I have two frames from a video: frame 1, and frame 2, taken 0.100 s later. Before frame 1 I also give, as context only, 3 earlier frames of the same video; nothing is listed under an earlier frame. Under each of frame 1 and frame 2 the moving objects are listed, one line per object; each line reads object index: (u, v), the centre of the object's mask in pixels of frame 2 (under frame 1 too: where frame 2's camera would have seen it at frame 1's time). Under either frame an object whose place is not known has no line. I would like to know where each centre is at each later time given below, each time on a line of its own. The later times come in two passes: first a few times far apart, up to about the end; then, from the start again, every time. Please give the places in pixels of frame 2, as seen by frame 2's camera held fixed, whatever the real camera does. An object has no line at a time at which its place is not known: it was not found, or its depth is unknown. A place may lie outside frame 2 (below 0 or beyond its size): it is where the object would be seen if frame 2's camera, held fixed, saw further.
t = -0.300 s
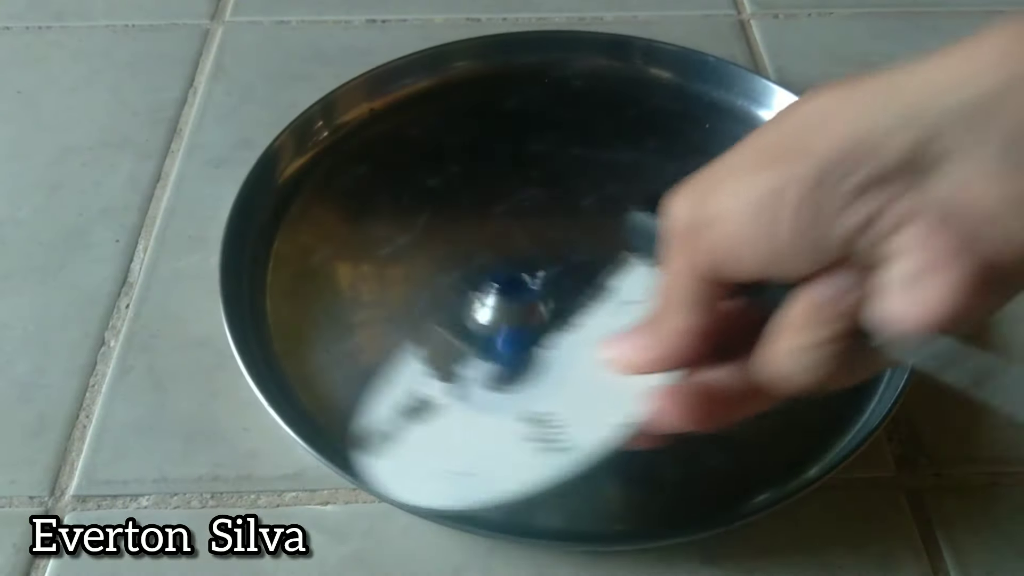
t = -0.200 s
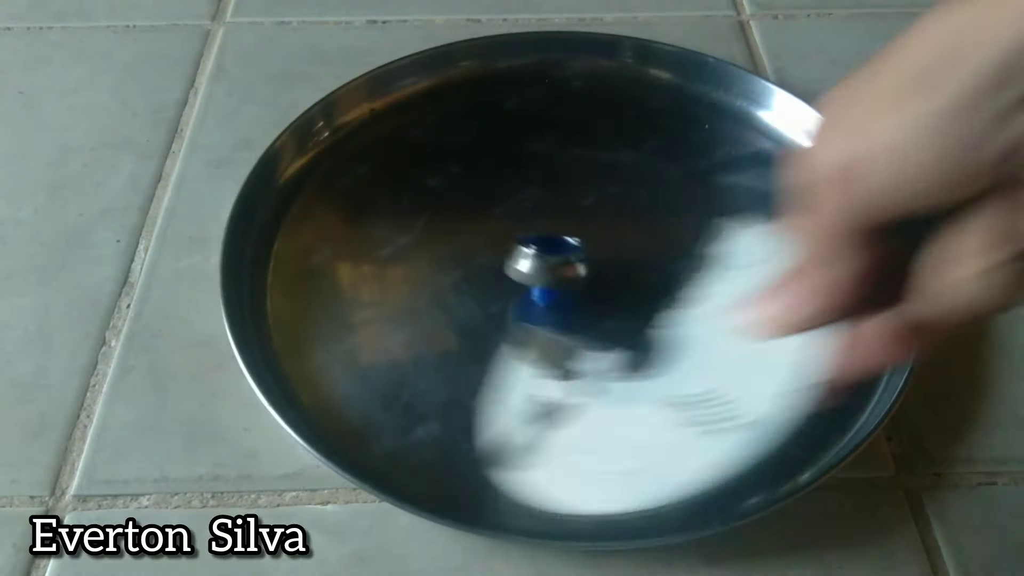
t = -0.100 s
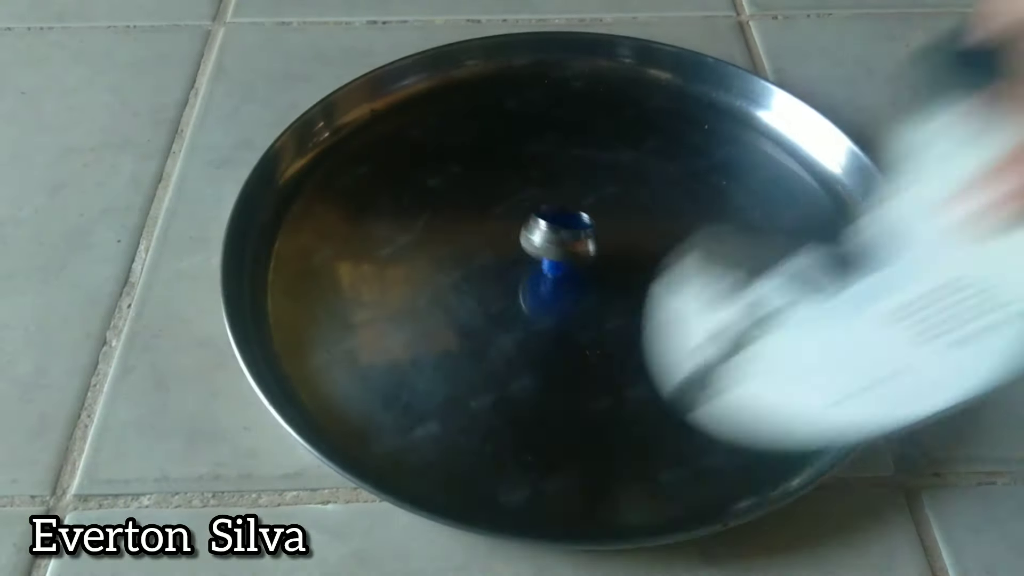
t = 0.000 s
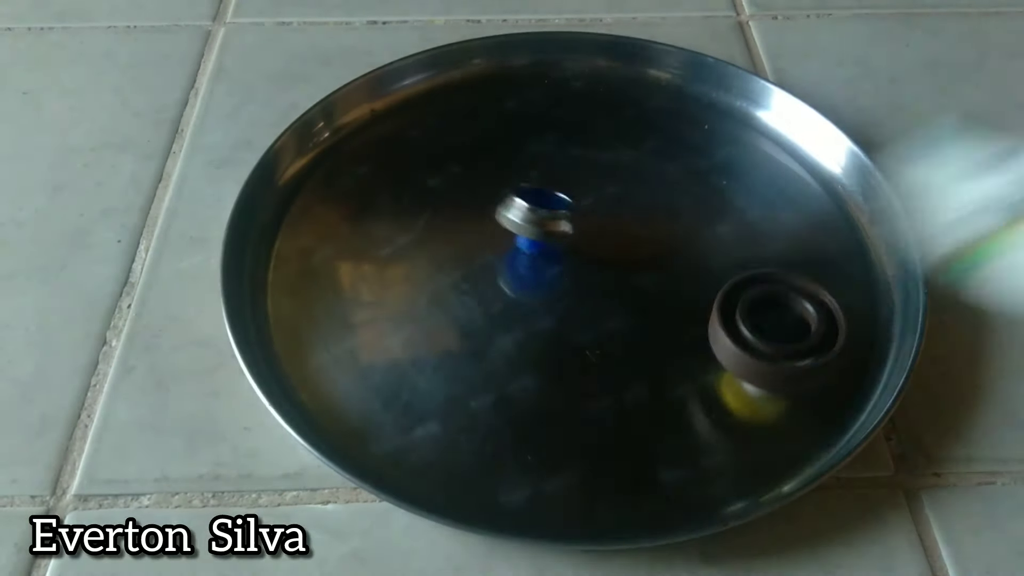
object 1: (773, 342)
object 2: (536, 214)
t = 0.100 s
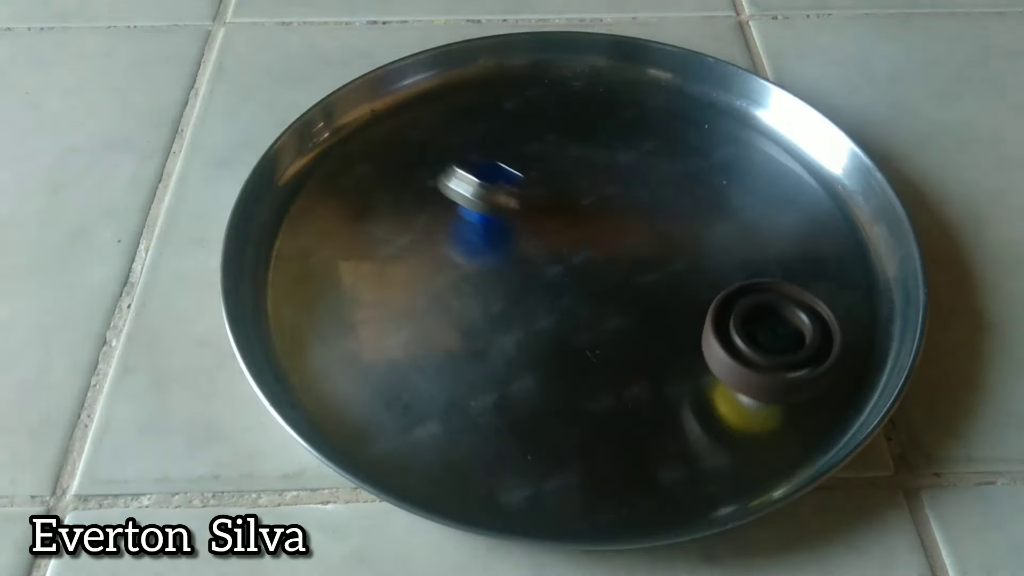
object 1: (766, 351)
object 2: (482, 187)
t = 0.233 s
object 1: (756, 363)
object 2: (390, 131)
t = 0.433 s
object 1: (735, 382)
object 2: (381, 124)
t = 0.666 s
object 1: (711, 408)
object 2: (383, 100)
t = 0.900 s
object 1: (682, 432)
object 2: (434, 76)
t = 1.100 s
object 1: (653, 457)
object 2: (503, 60)
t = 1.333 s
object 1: (609, 462)
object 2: (604, 59)
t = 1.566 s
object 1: (563, 464)
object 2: (705, 85)
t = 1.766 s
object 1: (524, 460)
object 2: (780, 123)
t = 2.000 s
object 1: (484, 449)
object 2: (842, 195)
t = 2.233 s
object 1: (450, 440)
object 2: (871, 283)
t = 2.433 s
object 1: (426, 428)
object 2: (846, 363)
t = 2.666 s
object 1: (408, 420)
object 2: (752, 450)
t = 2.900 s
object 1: (391, 409)
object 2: (596, 489)
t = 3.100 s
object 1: (377, 402)
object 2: (477, 475)
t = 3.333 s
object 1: (351, 381)
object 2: (493, 470)
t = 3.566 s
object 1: (331, 358)
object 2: (436, 429)
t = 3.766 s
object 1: (316, 342)
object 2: (414, 402)
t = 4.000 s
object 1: (304, 318)
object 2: (408, 374)
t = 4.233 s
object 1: (297, 296)
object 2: (405, 342)
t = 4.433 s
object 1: (296, 278)
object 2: (397, 318)
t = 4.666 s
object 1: (297, 256)
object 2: (406, 311)
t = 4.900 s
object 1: (303, 232)
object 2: (406, 316)
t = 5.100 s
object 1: (311, 211)
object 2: (398, 328)
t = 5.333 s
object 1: (326, 188)
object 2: (383, 355)
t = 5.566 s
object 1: (344, 169)
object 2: (364, 395)
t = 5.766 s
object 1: (361, 156)
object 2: (383, 424)
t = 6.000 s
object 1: (381, 141)
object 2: (430, 440)
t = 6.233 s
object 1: (400, 128)
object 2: (473, 461)
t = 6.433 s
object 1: (415, 132)
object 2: (511, 481)
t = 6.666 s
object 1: (429, 123)
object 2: (572, 452)
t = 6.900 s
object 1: (446, 117)
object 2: (623, 437)
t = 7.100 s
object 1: (466, 111)
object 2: (667, 434)
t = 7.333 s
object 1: (492, 107)
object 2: (727, 440)
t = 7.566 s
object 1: (520, 105)
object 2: (774, 428)
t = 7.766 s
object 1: (545, 104)
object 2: (800, 398)
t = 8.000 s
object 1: (576, 103)
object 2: (832, 367)
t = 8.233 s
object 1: (607, 104)
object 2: (865, 330)
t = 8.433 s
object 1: (629, 105)
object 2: (872, 285)
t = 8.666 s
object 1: (658, 109)
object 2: (864, 236)
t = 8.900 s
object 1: (685, 111)
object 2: (843, 192)
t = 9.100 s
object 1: (708, 113)
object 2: (814, 157)
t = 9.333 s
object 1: (717, 111)
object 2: (795, 144)
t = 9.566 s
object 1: (719, 104)
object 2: (788, 168)
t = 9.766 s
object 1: (719, 101)
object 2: (801, 204)
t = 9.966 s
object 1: (713, 101)
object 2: (810, 243)
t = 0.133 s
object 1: (764, 356)
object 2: (458, 175)
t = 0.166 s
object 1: (762, 359)
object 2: (435, 161)
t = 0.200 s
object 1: (758, 361)
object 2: (411, 145)
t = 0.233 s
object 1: (756, 363)
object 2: (390, 131)
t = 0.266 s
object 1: (752, 366)
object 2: (368, 115)
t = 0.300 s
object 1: (749, 368)
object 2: (368, 115)
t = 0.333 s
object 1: (746, 372)
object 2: (376, 122)
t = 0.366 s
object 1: (743, 375)
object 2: (381, 126)
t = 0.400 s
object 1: (740, 378)
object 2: (382, 126)
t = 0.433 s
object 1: (735, 382)
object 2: (381, 124)
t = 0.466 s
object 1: (732, 384)
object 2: (377, 119)
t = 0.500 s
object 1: (729, 388)
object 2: (371, 112)
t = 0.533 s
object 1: (726, 390)
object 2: (368, 108)
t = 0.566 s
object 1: (722, 394)
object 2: (371, 107)
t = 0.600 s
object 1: (718, 399)
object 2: (374, 103)
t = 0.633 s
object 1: (715, 402)
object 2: (380, 103)
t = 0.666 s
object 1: (711, 408)
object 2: (383, 100)
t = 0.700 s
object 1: (707, 411)
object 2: (386, 96)
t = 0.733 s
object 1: (703, 415)
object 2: (393, 93)
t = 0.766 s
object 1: (699, 417)
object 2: (398, 90)
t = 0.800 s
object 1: (695, 421)
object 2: (407, 89)
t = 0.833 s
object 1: (690, 425)
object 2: (415, 85)
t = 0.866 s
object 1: (686, 428)
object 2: (423, 79)
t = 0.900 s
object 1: (682, 432)
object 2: (434, 76)
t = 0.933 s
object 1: (678, 435)
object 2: (444, 72)
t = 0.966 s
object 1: (674, 438)
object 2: (454, 70)
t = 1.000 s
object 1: (668, 446)
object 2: (466, 66)
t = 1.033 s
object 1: (663, 449)
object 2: (478, 65)
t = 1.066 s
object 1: (658, 453)
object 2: (491, 64)
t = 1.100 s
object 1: (653, 457)
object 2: (503, 60)
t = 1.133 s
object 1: (647, 459)
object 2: (516, 59)
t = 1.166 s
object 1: (641, 460)
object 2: (531, 57)
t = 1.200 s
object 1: (635, 461)
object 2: (545, 56)
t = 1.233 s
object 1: (629, 461)
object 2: (561, 57)
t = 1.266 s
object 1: (622, 462)
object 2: (575, 57)
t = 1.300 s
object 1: (615, 462)
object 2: (589, 59)
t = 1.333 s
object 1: (609, 462)
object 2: (604, 59)
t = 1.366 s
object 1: (602, 463)
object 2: (618, 61)
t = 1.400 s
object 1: (596, 464)
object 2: (632, 65)
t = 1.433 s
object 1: (589, 464)
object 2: (647, 66)
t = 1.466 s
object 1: (583, 465)
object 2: (662, 69)
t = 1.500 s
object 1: (576, 464)
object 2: (675, 75)
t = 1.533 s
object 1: (569, 464)
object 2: (689, 80)
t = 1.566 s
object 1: (563, 464)
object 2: (705, 85)
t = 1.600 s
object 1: (556, 463)
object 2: (720, 89)
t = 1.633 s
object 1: (550, 463)
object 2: (733, 95)
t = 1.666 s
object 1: (543, 461)
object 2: (746, 101)
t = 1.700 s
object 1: (537, 461)
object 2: (758, 108)
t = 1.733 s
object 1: (530, 460)
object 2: (770, 115)
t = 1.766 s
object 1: (524, 460)
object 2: (780, 123)
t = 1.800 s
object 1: (518, 459)
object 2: (789, 133)
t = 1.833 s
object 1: (512, 457)
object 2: (800, 142)
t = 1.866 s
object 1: (506, 457)
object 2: (812, 151)
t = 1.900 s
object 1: (500, 455)
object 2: (823, 161)
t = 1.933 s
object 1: (494, 453)
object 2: (829, 172)
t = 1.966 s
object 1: (489, 451)
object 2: (836, 184)
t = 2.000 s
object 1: (484, 449)
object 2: (842, 195)
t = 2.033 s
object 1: (478, 448)
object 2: (850, 206)
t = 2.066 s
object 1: (473, 446)
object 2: (857, 218)
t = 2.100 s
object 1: (468, 446)
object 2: (865, 231)
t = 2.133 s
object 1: (462, 443)
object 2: (868, 244)
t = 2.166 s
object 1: (458, 444)
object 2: (870, 257)
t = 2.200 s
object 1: (454, 442)
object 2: (872, 270)
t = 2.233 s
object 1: (450, 440)
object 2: (871, 283)
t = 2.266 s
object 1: (446, 439)
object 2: (871, 297)
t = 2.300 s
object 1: (441, 435)
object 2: (869, 310)
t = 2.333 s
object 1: (437, 435)
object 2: (865, 322)
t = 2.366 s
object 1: (434, 433)
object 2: (862, 337)
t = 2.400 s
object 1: (429, 430)
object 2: (855, 350)
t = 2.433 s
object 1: (426, 428)
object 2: (846, 363)
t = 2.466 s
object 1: (423, 427)
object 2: (838, 378)
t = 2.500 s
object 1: (421, 427)
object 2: (830, 392)
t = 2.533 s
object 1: (418, 426)
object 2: (815, 404)
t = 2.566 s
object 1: (415, 424)
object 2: (801, 416)
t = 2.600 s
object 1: (412, 422)
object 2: (788, 430)
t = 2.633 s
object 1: (410, 421)
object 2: (771, 441)
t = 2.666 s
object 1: (408, 420)
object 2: (752, 450)
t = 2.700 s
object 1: (405, 419)
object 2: (732, 459)
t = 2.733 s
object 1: (400, 416)
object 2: (712, 468)
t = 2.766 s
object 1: (399, 415)
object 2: (691, 476)
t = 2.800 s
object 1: (397, 414)
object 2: (668, 481)
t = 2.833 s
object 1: (395, 412)
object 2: (644, 482)
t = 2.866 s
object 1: (393, 411)
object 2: (621, 485)
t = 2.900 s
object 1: (391, 409)
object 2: (596, 489)
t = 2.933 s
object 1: (389, 408)
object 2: (572, 486)
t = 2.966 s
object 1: (386, 406)
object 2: (548, 480)
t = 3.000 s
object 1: (384, 405)
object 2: (525, 478)
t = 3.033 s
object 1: (381, 404)
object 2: (501, 475)
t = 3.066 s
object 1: (380, 404)
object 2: (478, 474)
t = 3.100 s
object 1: (377, 402)
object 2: (477, 475)
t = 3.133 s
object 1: (372, 397)
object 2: (494, 479)
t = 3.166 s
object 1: (367, 395)
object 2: (506, 482)
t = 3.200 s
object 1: (363, 392)
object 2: (513, 483)
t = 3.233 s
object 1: (360, 390)
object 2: (514, 483)
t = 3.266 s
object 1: (357, 387)
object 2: (512, 482)
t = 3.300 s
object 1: (354, 384)
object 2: (503, 476)
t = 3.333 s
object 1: (351, 381)
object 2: (493, 470)
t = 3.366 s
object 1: (348, 378)
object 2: (481, 463)
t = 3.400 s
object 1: (345, 375)
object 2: (468, 455)
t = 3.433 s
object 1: (342, 372)
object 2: (456, 446)
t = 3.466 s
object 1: (339, 368)
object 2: (444, 438)
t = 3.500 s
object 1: (338, 367)
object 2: (433, 430)
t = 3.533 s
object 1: (334, 362)
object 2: (432, 428)
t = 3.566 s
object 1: (331, 358)
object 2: (436, 429)
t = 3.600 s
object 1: (327, 355)
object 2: (435, 428)
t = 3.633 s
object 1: (324, 352)
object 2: (432, 425)
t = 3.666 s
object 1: (322, 349)
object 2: (428, 420)
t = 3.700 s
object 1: (319, 346)
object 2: (423, 414)
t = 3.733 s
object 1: (317, 343)
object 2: (419, 409)
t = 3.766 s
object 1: (316, 342)
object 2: (414, 402)
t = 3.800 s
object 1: (314, 339)
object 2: (410, 396)
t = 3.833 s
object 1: (312, 334)
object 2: (407, 390)
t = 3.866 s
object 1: (310, 332)
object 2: (407, 386)
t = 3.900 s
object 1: (309, 328)
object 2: (408, 385)
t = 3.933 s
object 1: (308, 326)
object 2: (408, 382)
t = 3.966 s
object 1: (305, 322)
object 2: (408, 378)
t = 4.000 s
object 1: (304, 318)
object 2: (408, 374)
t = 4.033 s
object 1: (302, 315)
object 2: (408, 369)
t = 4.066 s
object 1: (301, 312)
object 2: (408, 365)
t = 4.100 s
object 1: (300, 308)
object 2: (407, 360)
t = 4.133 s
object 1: (299, 306)
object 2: (407, 355)
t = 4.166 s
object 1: (298, 303)
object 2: (406, 351)
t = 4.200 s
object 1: (297, 299)
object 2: (406, 346)
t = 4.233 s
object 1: (297, 296)
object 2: (405, 342)
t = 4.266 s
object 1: (296, 293)
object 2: (404, 338)
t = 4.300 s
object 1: (296, 290)
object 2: (403, 334)
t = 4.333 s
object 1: (296, 287)
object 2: (402, 330)
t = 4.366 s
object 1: (296, 284)
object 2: (401, 326)
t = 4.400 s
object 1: (296, 281)
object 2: (399, 322)
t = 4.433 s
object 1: (296, 278)
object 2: (397, 318)
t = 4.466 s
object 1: (297, 275)
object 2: (395, 314)
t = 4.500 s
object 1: (297, 272)
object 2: (394, 311)
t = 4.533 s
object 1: (297, 269)
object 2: (398, 310)
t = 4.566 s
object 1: (297, 265)
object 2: (400, 310)
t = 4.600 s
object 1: (297, 262)
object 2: (403, 310)
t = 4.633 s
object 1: (297, 259)
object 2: (404, 310)
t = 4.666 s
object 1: (297, 256)
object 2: (406, 311)
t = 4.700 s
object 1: (298, 252)
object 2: (407, 311)
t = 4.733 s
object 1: (298, 249)
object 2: (407, 311)
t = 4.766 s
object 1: (299, 246)
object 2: (408, 312)
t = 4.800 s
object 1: (300, 242)
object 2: (408, 312)
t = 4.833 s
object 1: (301, 239)
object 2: (407, 313)
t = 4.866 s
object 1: (302, 235)
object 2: (407, 314)
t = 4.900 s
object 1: (303, 232)
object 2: (406, 316)
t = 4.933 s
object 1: (304, 228)
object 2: (405, 317)
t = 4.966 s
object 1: (305, 225)
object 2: (405, 319)
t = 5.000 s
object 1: (307, 221)
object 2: (403, 321)
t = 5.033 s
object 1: (308, 218)
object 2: (402, 323)
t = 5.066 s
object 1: (310, 214)
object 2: (400, 325)
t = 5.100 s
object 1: (311, 211)
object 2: (398, 328)
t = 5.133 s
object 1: (313, 208)
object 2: (396, 331)
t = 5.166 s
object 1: (315, 204)
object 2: (394, 334)
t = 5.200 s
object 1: (317, 201)
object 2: (392, 338)
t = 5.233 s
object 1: (319, 197)
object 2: (390, 342)
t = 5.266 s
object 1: (321, 194)
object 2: (387, 346)
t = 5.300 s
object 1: (323, 191)
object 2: (385, 351)
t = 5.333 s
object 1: (326, 188)
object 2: (383, 355)
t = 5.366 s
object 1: (328, 185)
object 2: (380, 360)
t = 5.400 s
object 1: (330, 182)
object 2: (377, 365)
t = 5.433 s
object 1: (333, 179)
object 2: (374, 371)
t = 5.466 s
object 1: (336, 177)
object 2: (371, 377)
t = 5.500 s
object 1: (339, 174)
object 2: (369, 383)
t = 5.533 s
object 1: (341, 171)
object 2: (366, 389)
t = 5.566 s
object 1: (344, 169)
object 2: (364, 395)
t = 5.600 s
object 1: (347, 167)
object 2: (362, 402)
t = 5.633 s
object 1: (350, 164)
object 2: (359, 409)
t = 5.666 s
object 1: (353, 162)
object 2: (359, 417)
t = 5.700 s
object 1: (356, 160)
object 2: (367, 418)
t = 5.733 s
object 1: (358, 158)
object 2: (375, 420)
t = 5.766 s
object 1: (361, 156)
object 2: (383, 424)
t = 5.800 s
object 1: (364, 155)
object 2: (390, 425)
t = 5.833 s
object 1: (366, 153)
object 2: (397, 428)
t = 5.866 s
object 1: (369, 151)
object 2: (403, 430)
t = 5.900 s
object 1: (371, 149)
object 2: (411, 433)
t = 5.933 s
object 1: (375, 147)
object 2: (418, 436)
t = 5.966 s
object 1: (378, 144)
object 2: (423, 437)
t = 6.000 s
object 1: (381, 141)
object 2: (430, 440)
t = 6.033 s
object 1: (385, 139)
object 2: (436, 442)
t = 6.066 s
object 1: (388, 137)
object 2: (443, 446)
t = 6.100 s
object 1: (391, 135)
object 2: (449, 449)
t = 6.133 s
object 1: (393, 133)
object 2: (455, 452)
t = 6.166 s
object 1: (396, 132)
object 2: (461, 455)
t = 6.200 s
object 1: (398, 130)
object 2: (467, 458)
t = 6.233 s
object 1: (400, 128)
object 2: (473, 461)
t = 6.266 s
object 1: (402, 126)
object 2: (479, 465)
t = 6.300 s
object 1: (404, 125)
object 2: (485, 469)
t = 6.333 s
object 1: (408, 134)
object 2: (491, 473)
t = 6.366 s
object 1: (410, 134)
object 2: (496, 477)
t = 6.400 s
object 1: (412, 133)
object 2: (502, 481)
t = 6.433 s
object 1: (415, 132)
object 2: (511, 481)
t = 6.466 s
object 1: (417, 130)
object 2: (521, 474)
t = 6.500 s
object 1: (418, 129)
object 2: (530, 470)
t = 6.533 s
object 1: (421, 128)
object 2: (539, 465)
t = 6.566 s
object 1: (423, 127)
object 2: (548, 462)
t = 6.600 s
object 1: (425, 126)
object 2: (555, 458)
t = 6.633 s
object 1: (427, 124)
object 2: (564, 455)
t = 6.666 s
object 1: (429, 123)
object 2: (572, 452)
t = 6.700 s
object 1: (430, 122)
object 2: (580, 449)
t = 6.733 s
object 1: (433, 121)
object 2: (588, 447)
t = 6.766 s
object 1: (435, 120)
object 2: (595, 445)
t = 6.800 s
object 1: (437, 120)
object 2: (602, 442)
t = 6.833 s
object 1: (440, 119)
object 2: (609, 441)
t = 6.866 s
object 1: (443, 118)
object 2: (616, 439)
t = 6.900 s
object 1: (446, 117)
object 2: (623, 437)
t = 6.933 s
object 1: (449, 116)
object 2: (630, 437)
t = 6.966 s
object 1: (453, 115)
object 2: (637, 435)
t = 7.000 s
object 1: (456, 114)
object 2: (645, 435)
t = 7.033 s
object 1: (460, 113)
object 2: (652, 434)
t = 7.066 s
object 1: (463, 112)
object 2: (660, 434)
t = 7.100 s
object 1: (466, 111)
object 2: (667, 434)
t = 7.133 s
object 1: (469, 111)
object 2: (675, 434)
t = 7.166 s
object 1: (473, 110)
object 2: (684, 435)
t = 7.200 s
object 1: (477, 109)
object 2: (692, 435)
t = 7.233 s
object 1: (481, 109)
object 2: (701, 436)
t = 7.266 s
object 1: (484, 108)
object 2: (709, 437)
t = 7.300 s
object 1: (488, 107)
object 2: (718, 439)
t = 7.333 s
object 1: (492, 107)
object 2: (727, 440)
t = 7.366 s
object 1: (496, 107)
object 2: (736, 442)
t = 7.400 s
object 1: (500, 106)
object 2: (744, 443)
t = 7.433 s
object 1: (504, 106)
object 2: (754, 445)
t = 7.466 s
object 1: (508, 106)
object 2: (763, 446)
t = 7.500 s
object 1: (512, 105)
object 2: (767, 440)
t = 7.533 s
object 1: (516, 105)
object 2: (770, 433)
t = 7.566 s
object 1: (520, 105)
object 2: (774, 428)
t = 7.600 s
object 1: (525, 104)
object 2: (778, 422)
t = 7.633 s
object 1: (529, 105)
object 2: (782, 417)
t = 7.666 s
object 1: (533, 104)
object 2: (787, 412)
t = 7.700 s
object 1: (537, 104)
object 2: (791, 407)
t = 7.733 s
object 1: (541, 104)
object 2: (796, 403)
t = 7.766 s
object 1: (545, 104)
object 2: (800, 398)
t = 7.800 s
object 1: (550, 104)
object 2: (805, 394)
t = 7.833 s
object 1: (554, 104)
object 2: (809, 390)
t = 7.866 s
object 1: (558, 103)
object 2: (814, 385)
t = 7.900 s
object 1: (562, 104)
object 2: (819, 381)
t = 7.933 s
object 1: (567, 104)
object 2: (823, 377)
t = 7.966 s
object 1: (571, 104)
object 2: (828, 372)
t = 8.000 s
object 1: (576, 103)
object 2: (832, 367)
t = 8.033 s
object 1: (581, 104)
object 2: (837, 362)
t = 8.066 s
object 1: (585, 104)
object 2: (842, 358)
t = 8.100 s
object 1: (589, 103)
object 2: (846, 353)
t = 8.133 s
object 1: (594, 104)
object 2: (851, 347)
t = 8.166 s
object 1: (599, 104)
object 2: (856, 342)
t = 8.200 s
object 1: (603, 104)
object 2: (860, 336)
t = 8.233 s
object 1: (607, 104)
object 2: (865, 330)
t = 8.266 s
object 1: (610, 104)
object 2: (868, 323)
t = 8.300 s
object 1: (614, 104)
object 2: (869, 315)
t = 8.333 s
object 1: (618, 104)
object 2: (870, 307)
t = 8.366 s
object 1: (622, 104)
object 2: (871, 300)
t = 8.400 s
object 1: (626, 104)
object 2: (872, 292)
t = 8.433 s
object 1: (629, 105)
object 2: (872, 285)
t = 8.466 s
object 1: (634, 106)
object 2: (873, 277)
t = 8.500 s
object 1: (638, 106)
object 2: (873, 271)
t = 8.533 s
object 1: (642, 106)
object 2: (872, 264)
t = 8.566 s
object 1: (646, 107)
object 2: (870, 256)
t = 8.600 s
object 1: (650, 108)
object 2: (869, 249)
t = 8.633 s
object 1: (654, 107)
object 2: (867, 242)
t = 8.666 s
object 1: (658, 109)
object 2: (864, 236)
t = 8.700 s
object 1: (662, 109)
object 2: (862, 229)
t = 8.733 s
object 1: (666, 109)
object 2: (860, 223)
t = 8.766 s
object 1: (670, 109)
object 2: (856, 217)
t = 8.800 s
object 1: (674, 110)
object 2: (853, 211)
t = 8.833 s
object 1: (677, 110)
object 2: (849, 205)
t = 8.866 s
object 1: (681, 110)
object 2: (846, 199)
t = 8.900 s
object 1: (685, 111)
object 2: (843, 192)
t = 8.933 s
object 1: (690, 111)
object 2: (839, 186)
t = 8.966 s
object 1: (694, 112)
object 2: (834, 181)
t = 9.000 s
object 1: (698, 113)
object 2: (829, 175)
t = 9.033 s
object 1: (702, 113)
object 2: (824, 169)
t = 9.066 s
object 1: (705, 112)
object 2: (819, 163)
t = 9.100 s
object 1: (708, 113)
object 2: (814, 157)
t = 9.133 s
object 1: (710, 113)
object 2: (808, 151)
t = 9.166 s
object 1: (712, 112)
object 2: (801, 145)
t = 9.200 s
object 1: (714, 112)
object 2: (796, 140)
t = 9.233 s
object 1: (714, 111)
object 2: (800, 140)
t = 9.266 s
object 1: (715, 110)
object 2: (802, 141)
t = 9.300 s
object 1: (716, 110)
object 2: (799, 142)
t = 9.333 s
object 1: (717, 111)
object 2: (795, 144)
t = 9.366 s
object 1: (717, 109)
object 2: (791, 145)
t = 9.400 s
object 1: (718, 108)
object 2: (787, 146)
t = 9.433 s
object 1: (718, 107)
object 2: (785, 149)
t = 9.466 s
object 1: (719, 106)
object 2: (784, 152)
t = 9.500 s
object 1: (719, 107)
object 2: (783, 157)
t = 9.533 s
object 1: (719, 106)
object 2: (785, 162)
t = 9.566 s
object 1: (719, 104)
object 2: (788, 168)
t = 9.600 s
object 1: (719, 103)
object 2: (791, 174)
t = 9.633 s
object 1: (720, 104)
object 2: (794, 180)
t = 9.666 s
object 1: (720, 102)
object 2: (796, 185)
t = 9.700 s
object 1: (720, 102)
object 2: (798, 192)
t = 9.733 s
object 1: (719, 101)
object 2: (800, 198)
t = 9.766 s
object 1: (719, 101)
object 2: (801, 204)
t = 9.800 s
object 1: (718, 101)
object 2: (803, 210)
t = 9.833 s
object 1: (717, 101)
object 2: (804, 217)
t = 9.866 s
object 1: (716, 100)
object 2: (806, 223)
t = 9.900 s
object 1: (715, 101)
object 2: (807, 229)
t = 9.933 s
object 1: (714, 101)
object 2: (809, 236)
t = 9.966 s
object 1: (713, 101)
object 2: (810, 243)
